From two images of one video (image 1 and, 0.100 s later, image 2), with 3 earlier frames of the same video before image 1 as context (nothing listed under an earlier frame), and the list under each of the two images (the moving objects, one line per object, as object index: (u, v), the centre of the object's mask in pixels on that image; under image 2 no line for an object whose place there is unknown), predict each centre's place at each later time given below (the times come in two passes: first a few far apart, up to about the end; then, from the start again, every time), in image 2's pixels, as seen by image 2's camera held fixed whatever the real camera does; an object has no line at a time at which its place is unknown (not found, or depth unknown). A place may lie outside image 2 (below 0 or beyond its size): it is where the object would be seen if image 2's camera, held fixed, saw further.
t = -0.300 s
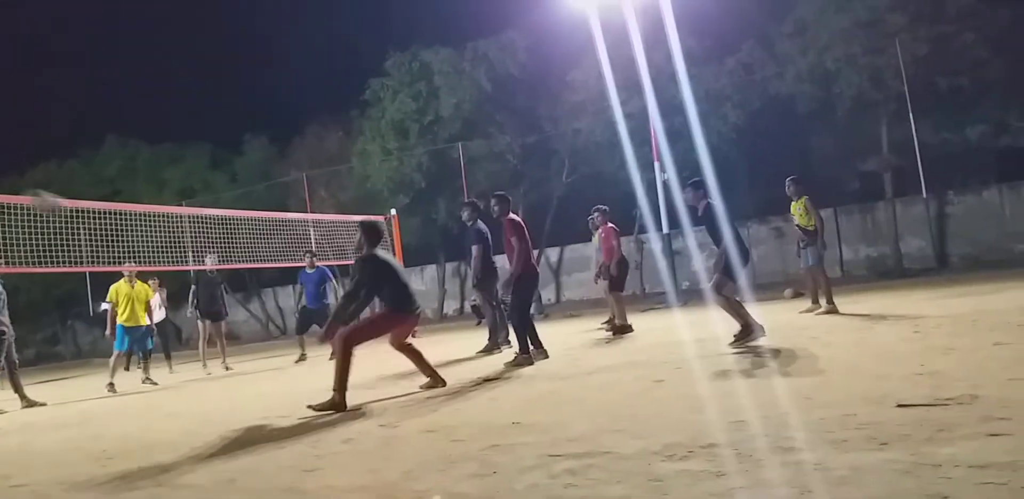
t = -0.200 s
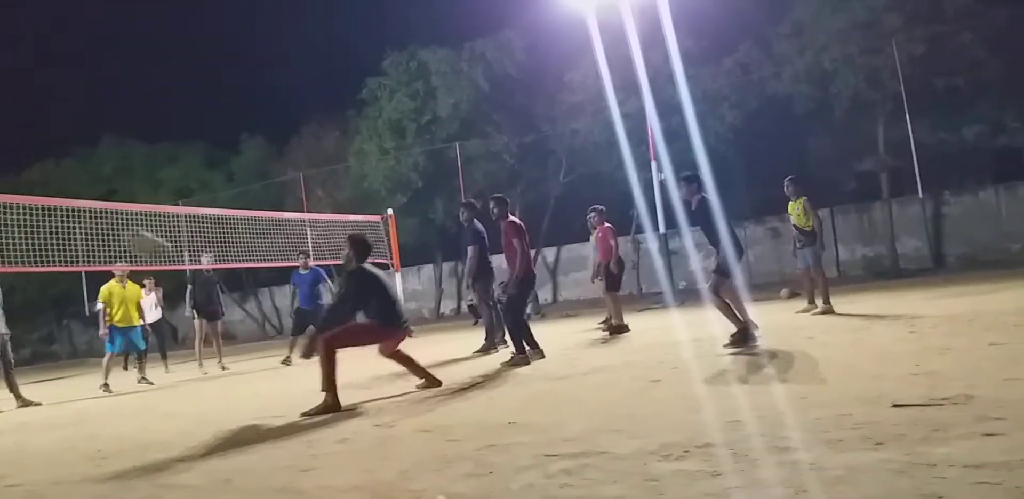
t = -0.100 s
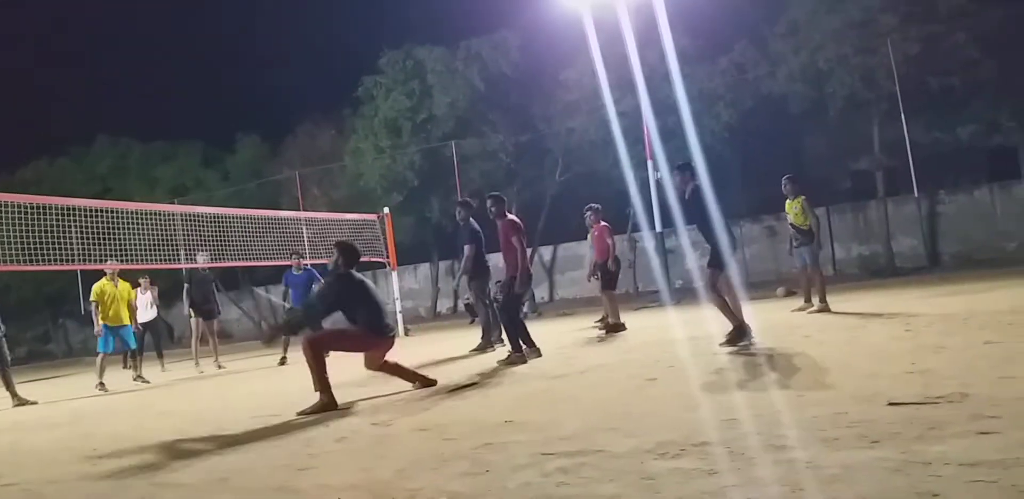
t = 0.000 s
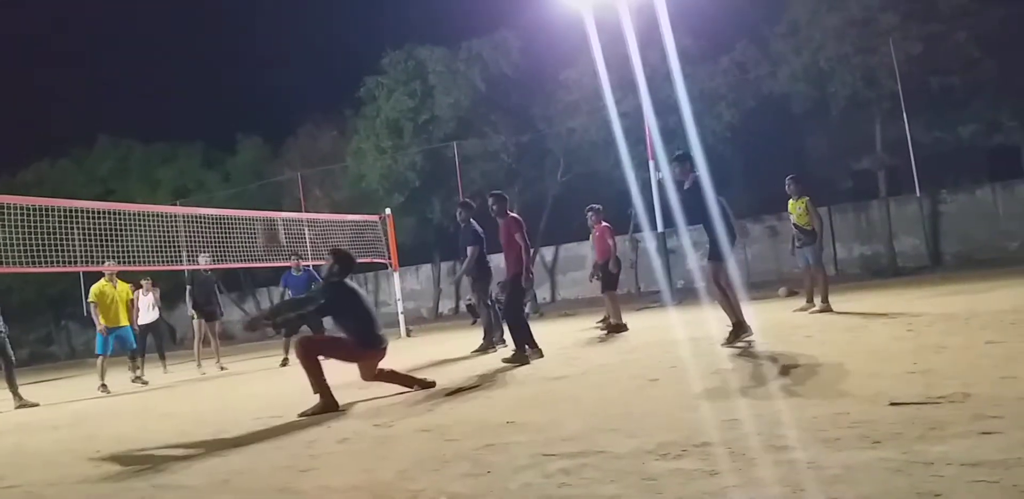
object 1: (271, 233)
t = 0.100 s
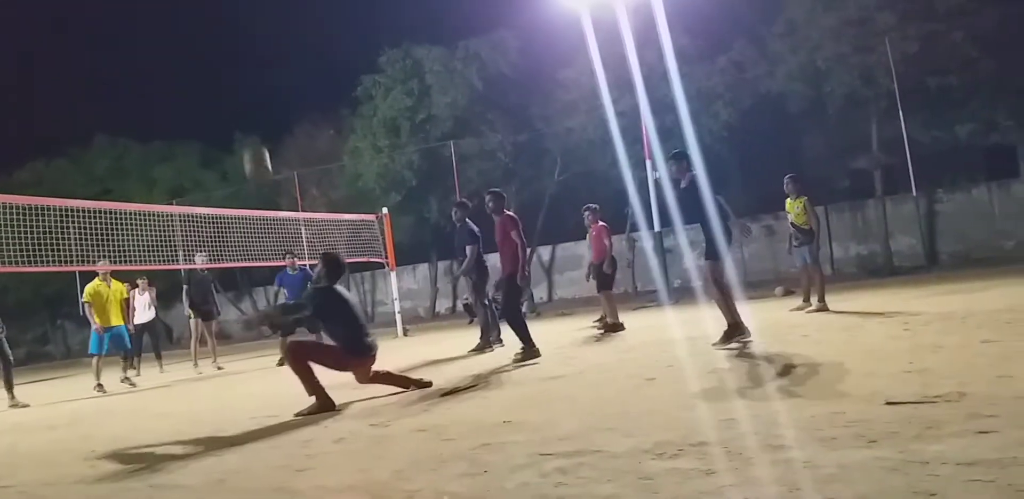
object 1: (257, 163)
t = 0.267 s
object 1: (246, 80)
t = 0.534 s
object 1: (241, 23)
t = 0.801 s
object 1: (245, 40)
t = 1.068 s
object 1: (254, 113)
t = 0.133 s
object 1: (254, 144)
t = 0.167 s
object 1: (252, 125)
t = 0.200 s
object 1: (251, 110)
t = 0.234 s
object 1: (248, 94)
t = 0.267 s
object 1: (246, 80)
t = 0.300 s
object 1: (246, 69)
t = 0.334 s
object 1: (245, 58)
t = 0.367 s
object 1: (244, 49)
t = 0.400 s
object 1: (243, 41)
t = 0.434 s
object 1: (242, 35)
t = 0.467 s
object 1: (241, 29)
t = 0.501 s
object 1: (241, 25)
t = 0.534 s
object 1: (241, 23)
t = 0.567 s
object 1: (241, 21)
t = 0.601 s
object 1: (241, 21)
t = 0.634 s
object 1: (241, 21)
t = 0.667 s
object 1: (241, 23)
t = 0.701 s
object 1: (242, 26)
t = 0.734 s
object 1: (242, 29)
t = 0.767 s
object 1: (243, 34)
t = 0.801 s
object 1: (245, 40)
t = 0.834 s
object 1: (246, 46)
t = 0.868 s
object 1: (247, 53)
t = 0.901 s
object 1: (247, 61)
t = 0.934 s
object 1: (248, 70)
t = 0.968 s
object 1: (250, 80)
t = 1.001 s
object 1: (251, 90)
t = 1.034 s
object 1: (252, 101)
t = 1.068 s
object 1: (254, 113)
